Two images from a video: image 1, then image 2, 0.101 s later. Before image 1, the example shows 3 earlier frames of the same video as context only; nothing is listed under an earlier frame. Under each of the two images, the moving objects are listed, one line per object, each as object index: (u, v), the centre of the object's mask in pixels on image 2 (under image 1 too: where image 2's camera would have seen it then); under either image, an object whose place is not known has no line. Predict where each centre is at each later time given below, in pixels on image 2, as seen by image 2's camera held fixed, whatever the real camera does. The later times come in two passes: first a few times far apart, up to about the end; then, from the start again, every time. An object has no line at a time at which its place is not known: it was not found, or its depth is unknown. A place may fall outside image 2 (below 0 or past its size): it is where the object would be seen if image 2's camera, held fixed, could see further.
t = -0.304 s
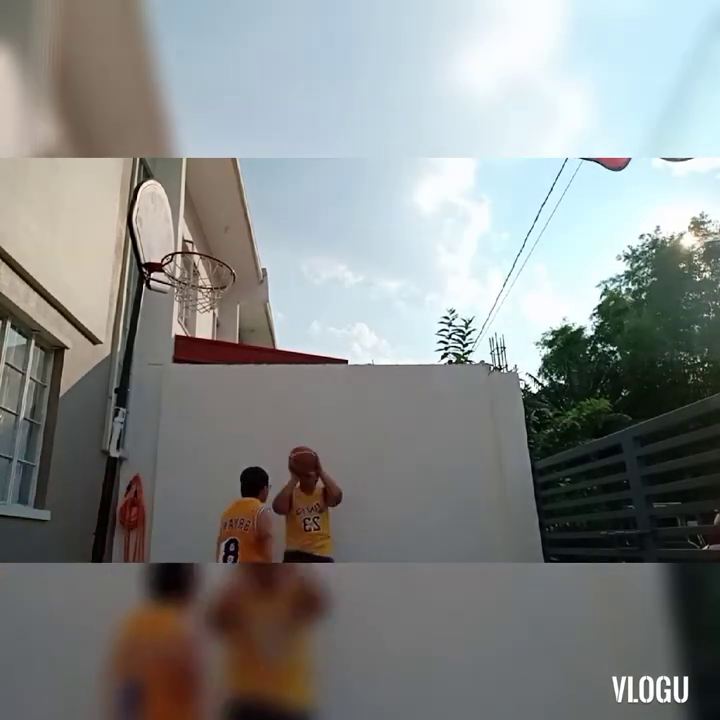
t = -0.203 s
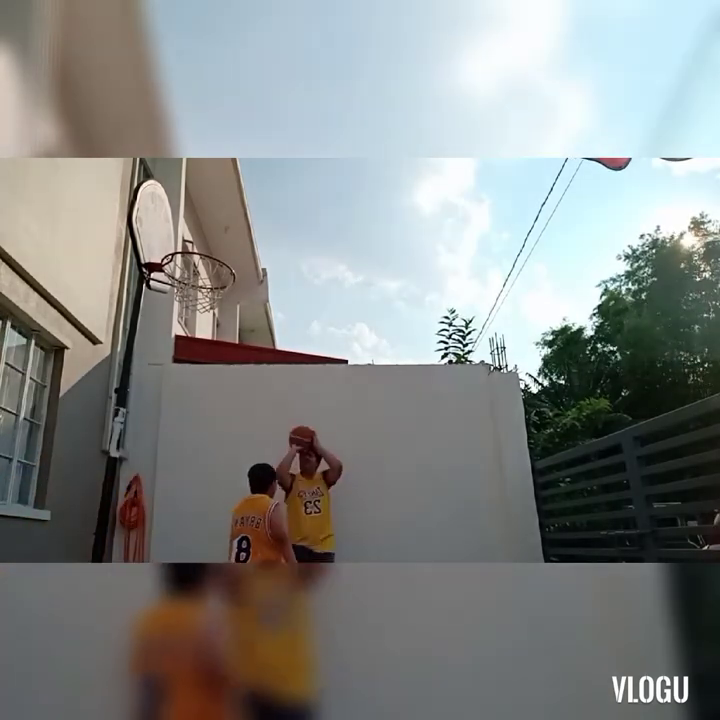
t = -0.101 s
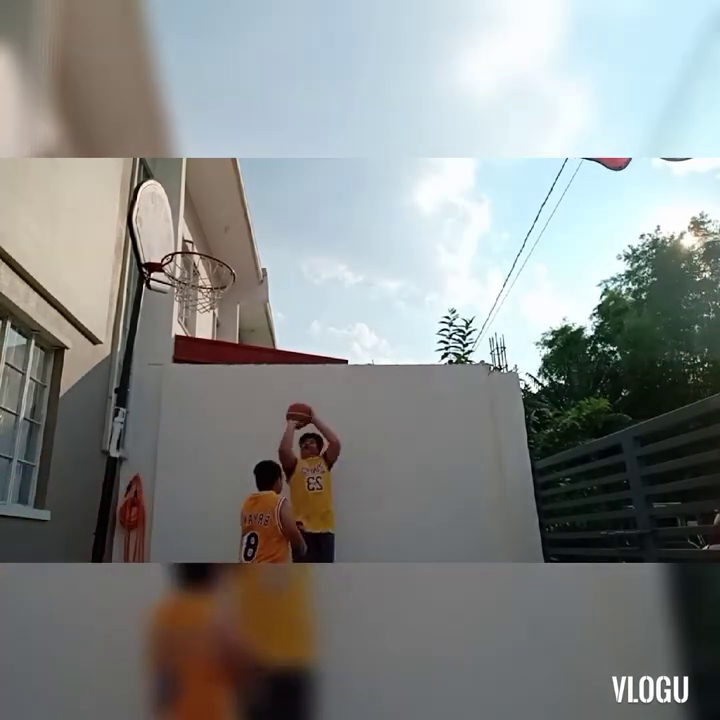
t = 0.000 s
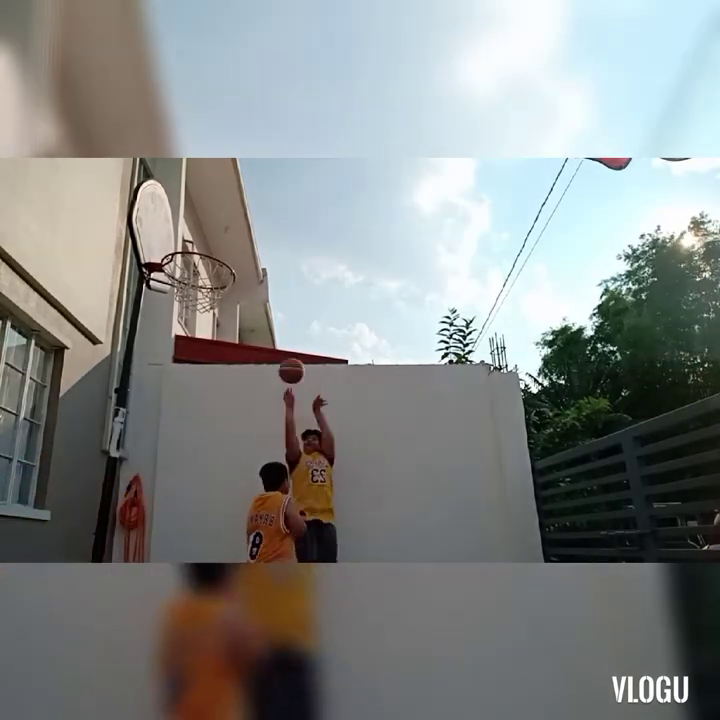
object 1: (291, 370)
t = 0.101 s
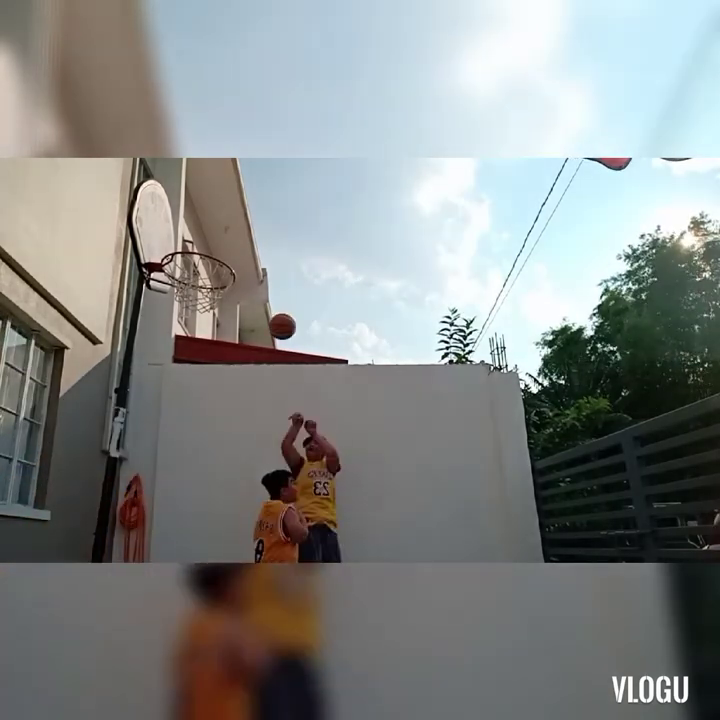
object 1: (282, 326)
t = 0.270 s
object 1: (264, 267)
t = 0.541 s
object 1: (227, 221)
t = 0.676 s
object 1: (200, 228)
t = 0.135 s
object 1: (279, 313)
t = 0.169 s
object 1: (275, 300)
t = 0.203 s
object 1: (272, 289)
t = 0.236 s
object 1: (268, 278)
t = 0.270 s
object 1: (264, 267)
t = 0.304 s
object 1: (260, 258)
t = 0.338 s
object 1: (257, 250)
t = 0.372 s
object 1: (252, 242)
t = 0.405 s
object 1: (248, 236)
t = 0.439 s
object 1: (243, 230)
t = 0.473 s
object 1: (238, 226)
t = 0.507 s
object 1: (232, 223)
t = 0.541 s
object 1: (227, 221)
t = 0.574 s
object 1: (221, 220)
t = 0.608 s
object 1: (214, 221)
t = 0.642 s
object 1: (207, 224)
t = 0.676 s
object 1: (200, 228)
